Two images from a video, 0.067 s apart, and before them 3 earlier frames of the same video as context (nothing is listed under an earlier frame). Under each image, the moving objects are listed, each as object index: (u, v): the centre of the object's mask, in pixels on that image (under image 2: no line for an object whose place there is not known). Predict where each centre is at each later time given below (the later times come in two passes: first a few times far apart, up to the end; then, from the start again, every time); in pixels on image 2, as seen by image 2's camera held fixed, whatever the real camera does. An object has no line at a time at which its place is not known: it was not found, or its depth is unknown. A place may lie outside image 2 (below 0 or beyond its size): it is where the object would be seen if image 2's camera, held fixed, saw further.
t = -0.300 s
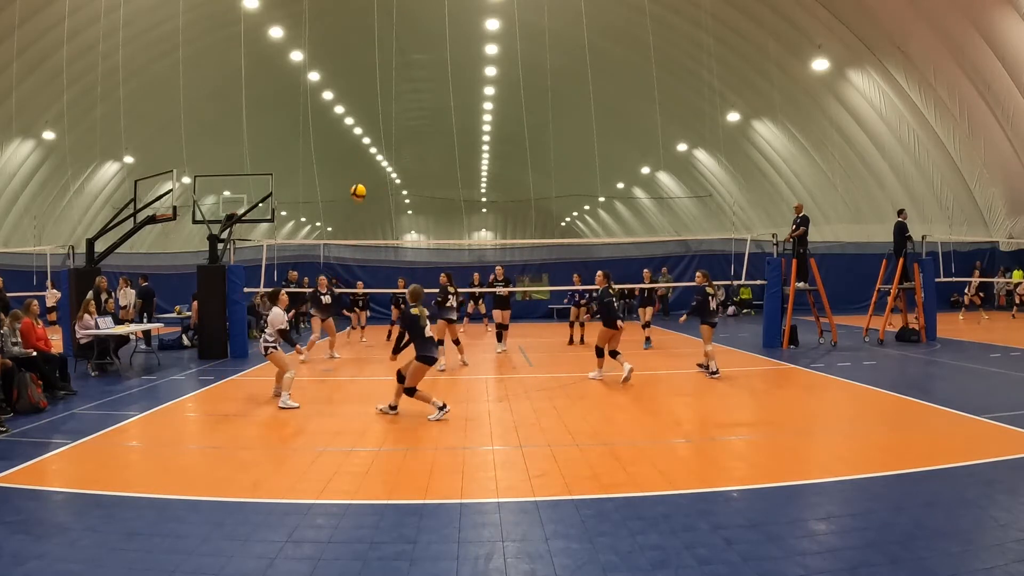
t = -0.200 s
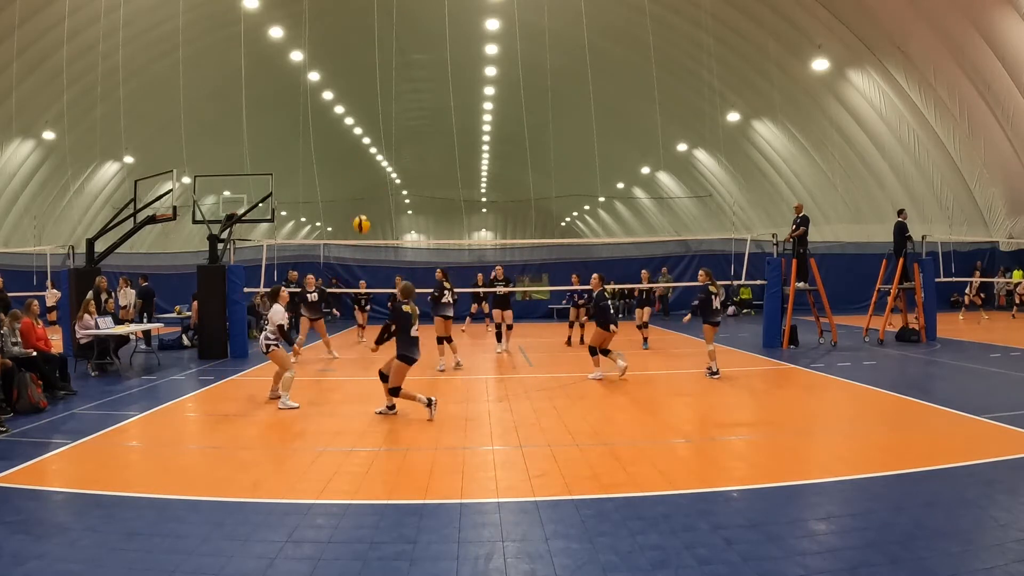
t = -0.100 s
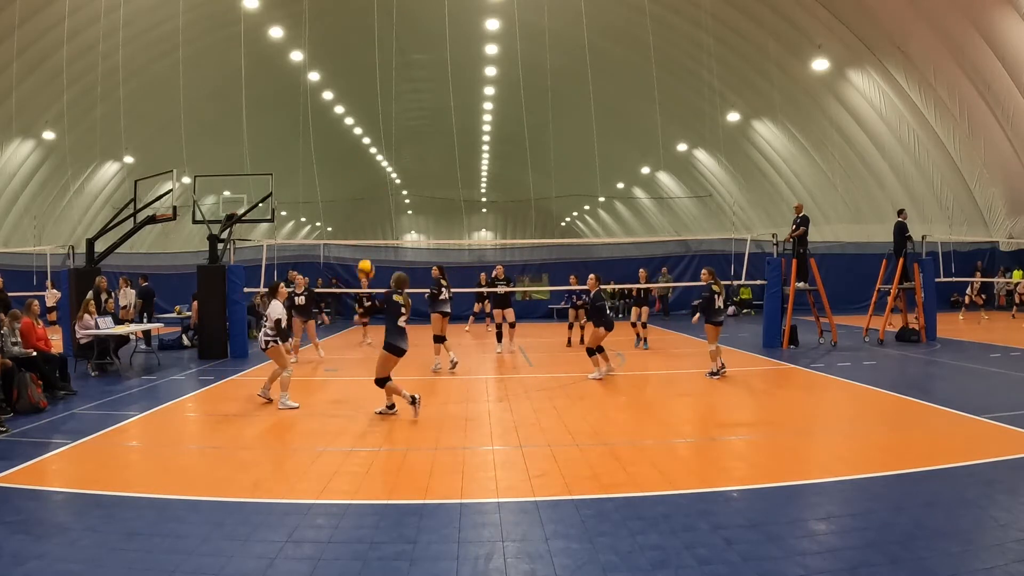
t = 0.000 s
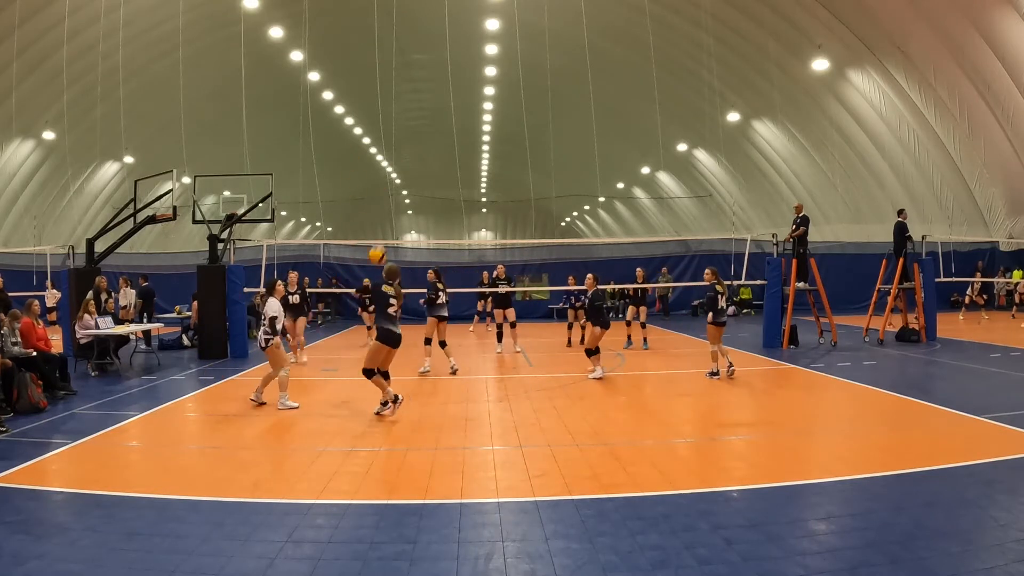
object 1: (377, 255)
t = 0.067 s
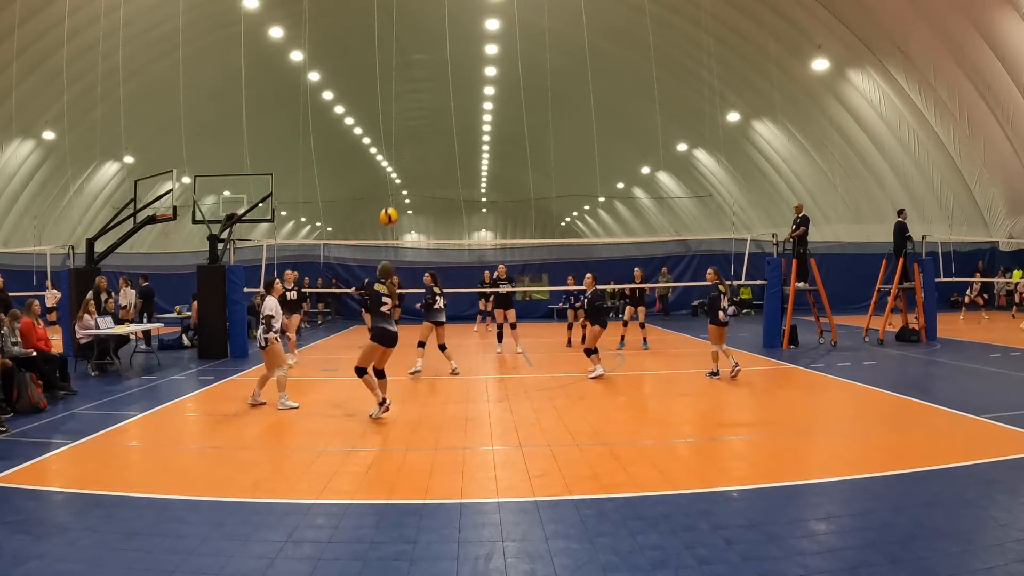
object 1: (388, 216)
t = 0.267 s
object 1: (420, 135)
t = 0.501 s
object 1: (452, 92)
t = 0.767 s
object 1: (485, 93)
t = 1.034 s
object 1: (513, 139)
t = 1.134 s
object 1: (523, 166)
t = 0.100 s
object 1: (394, 200)
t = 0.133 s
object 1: (399, 184)
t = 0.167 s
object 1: (404, 170)
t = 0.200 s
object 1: (409, 157)
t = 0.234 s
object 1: (414, 145)
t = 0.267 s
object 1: (420, 135)
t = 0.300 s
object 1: (424, 126)
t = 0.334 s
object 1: (429, 118)
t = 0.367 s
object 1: (434, 110)
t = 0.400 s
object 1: (438, 105)
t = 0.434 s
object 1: (443, 99)
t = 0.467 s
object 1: (447, 95)
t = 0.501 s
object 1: (452, 92)
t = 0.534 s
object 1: (456, 89)
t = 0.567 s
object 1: (460, 88)
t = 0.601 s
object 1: (465, 87)
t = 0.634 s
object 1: (469, 87)
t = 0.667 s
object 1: (473, 87)
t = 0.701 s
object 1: (476, 89)
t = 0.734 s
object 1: (480, 91)
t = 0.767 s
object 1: (485, 93)
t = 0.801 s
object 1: (488, 97)
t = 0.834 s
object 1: (492, 101)
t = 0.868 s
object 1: (496, 105)
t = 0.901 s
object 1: (499, 111)
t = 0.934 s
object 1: (503, 117)
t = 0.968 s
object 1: (506, 124)
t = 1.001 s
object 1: (510, 131)
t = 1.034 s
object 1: (513, 139)
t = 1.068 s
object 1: (516, 147)
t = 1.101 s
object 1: (519, 156)
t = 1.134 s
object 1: (523, 166)
